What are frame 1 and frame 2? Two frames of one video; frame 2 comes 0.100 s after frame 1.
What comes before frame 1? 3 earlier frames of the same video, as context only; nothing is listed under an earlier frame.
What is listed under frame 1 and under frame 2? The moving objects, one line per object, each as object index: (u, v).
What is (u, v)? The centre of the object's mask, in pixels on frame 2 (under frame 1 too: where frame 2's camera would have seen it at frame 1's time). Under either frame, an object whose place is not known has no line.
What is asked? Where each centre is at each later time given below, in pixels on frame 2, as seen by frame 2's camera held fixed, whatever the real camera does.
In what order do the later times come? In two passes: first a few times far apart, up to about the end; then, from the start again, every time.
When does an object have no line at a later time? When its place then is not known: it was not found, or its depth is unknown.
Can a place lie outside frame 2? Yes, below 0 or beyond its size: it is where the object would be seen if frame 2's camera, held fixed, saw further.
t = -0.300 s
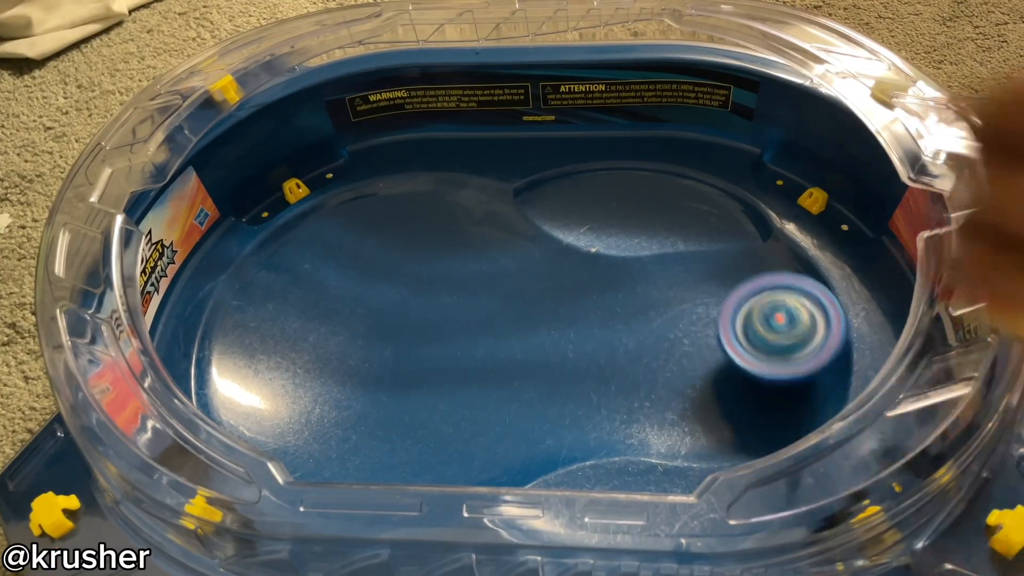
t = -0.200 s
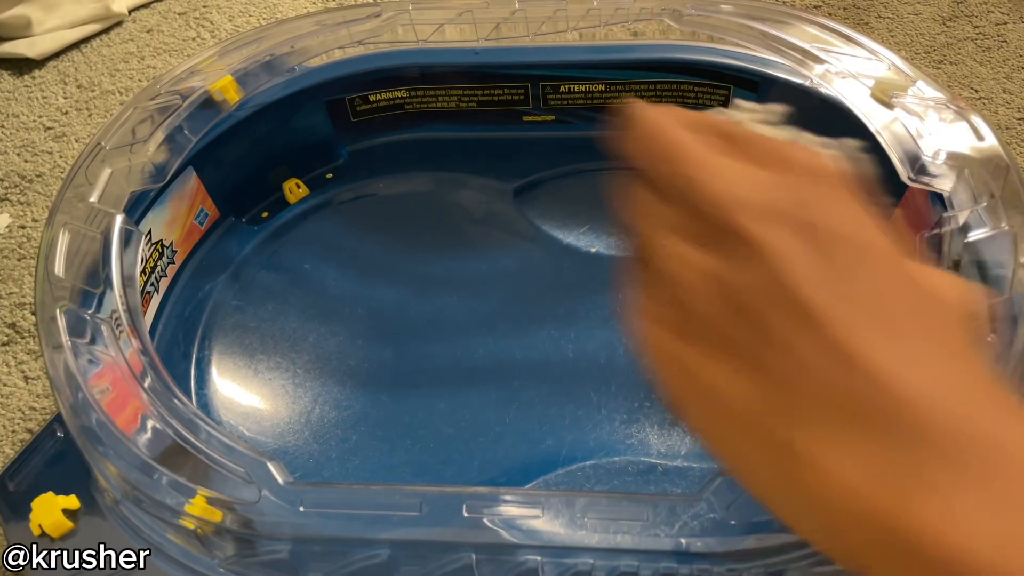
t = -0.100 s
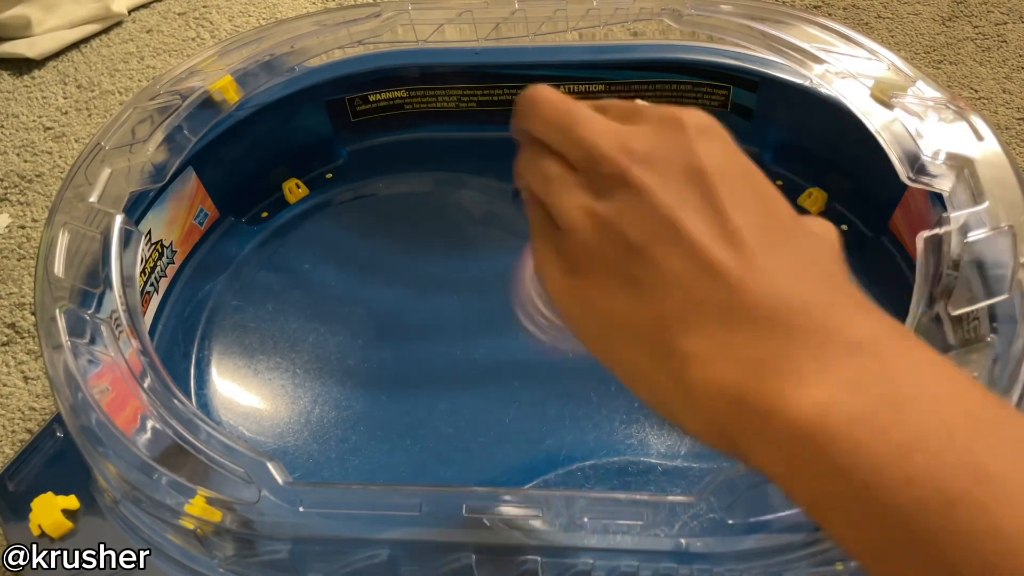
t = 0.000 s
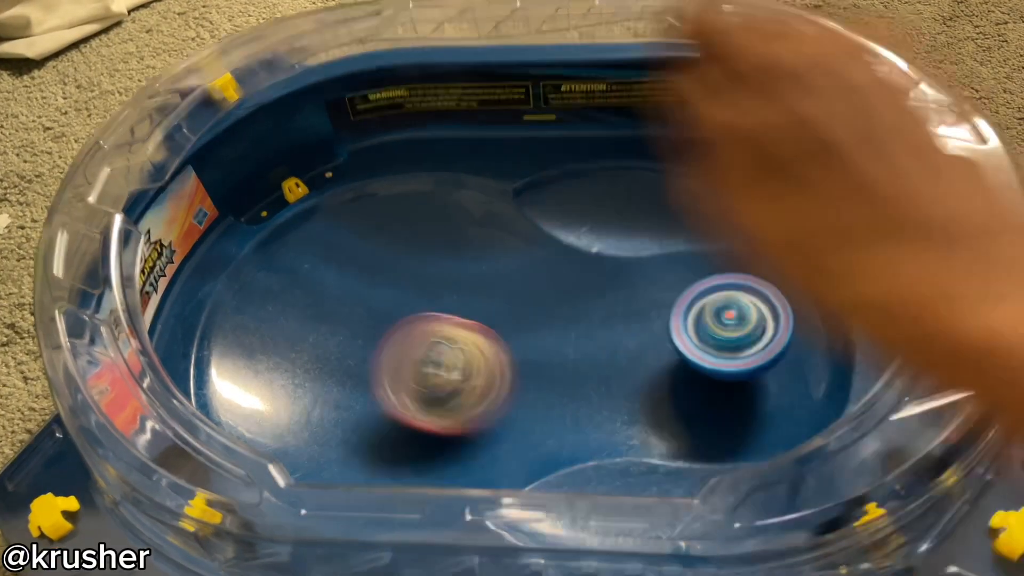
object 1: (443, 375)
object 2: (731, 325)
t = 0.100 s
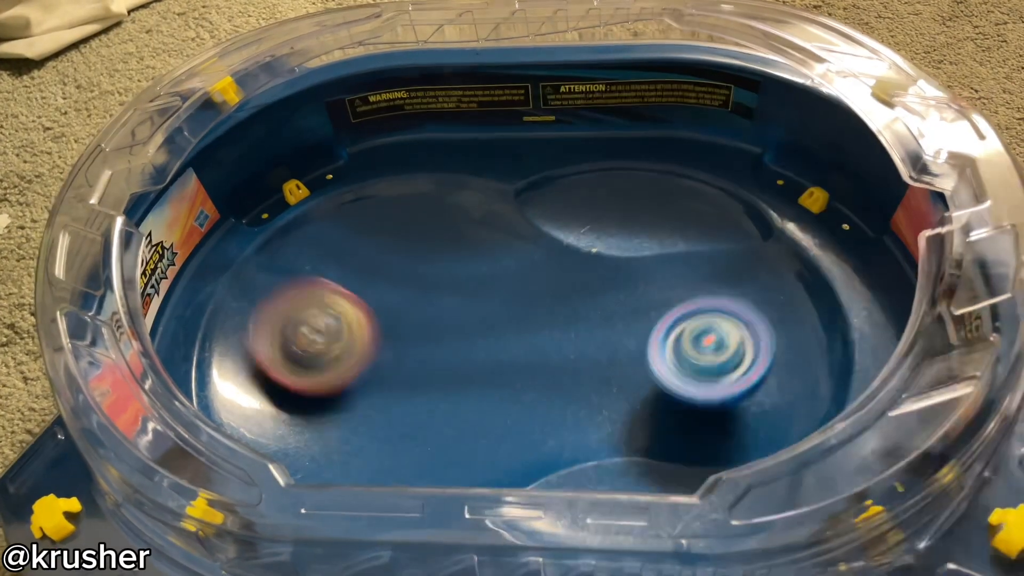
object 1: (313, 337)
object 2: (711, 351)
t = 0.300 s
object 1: (317, 332)
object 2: (670, 405)
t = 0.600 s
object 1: (711, 242)
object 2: (721, 392)
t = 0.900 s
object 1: (642, 190)
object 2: (633, 365)
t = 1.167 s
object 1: (423, 300)
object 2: (458, 443)
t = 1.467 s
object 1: (380, 377)
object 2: (432, 447)
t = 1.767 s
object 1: (536, 260)
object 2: (553, 357)
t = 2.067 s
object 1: (281, 317)
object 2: (406, 370)
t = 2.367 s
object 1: (323, 425)
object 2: (492, 397)
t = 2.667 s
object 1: (301, 252)
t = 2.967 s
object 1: (370, 366)
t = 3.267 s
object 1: (518, 204)
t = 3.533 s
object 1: (360, 283)
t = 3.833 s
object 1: (523, 439)
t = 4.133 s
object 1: (630, 295)
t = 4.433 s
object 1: (404, 281)
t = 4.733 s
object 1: (363, 442)
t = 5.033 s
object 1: (529, 326)
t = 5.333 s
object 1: (347, 265)
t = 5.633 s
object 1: (375, 430)
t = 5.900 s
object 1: (497, 346)
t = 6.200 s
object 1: (419, 363)
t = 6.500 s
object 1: (387, 434)
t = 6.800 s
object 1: (482, 367)
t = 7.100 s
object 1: (445, 294)
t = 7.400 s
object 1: (395, 334)
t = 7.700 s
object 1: (451, 385)
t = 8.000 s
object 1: (491, 356)
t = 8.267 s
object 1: (492, 378)
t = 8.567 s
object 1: (490, 398)
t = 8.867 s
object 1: (442, 375)
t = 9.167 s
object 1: (363, 364)
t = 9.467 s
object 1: (346, 361)
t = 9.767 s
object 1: (349, 353)
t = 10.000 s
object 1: (345, 355)
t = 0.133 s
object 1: (287, 320)
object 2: (700, 363)
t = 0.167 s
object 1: (272, 308)
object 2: (691, 374)
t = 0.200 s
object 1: (269, 303)
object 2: (683, 382)
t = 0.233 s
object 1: (275, 305)
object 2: (677, 391)
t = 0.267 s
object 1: (291, 316)
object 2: (672, 399)
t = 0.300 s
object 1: (317, 332)
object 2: (670, 405)
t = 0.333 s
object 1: (354, 348)
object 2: (672, 410)
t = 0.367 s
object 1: (399, 354)
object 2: (676, 413)
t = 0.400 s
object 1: (446, 353)
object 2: (681, 414)
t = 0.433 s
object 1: (492, 347)
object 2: (688, 414)
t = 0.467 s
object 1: (538, 336)
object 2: (697, 411)
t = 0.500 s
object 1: (583, 319)
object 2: (706, 408)
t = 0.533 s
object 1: (627, 297)
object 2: (713, 403)
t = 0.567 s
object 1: (672, 271)
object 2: (719, 397)
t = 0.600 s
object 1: (711, 242)
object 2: (721, 392)
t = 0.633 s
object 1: (736, 210)
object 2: (719, 388)
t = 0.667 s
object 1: (740, 185)
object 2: (714, 384)
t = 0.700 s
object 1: (741, 170)
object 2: (708, 382)
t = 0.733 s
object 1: (733, 158)
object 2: (698, 380)
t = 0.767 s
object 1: (724, 149)
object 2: (688, 378)
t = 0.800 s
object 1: (708, 155)
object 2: (675, 376)
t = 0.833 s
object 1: (690, 165)
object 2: (662, 371)
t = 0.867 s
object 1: (668, 178)
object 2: (648, 369)
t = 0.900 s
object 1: (642, 190)
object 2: (633, 365)
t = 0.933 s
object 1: (615, 204)
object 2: (617, 362)
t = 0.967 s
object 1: (591, 221)
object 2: (599, 357)
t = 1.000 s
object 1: (572, 242)
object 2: (580, 351)
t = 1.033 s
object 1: (548, 259)
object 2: (555, 361)
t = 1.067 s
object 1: (518, 265)
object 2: (531, 396)
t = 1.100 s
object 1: (484, 273)
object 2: (506, 424)
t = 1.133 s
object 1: (451, 286)
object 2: (480, 437)
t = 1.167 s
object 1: (423, 300)
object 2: (458, 443)
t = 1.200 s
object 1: (399, 316)
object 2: (436, 444)
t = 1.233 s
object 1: (379, 334)
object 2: (419, 441)
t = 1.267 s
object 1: (365, 351)
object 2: (408, 438)
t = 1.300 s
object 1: (354, 358)
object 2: (402, 441)
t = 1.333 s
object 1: (348, 359)
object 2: (402, 449)
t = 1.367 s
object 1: (348, 361)
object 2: (406, 453)
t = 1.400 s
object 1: (354, 366)
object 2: (413, 453)
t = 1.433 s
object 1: (364, 373)
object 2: (423, 450)
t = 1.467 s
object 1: (380, 377)
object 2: (432, 447)
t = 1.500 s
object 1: (400, 373)
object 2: (449, 450)
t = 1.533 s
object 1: (422, 365)
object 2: (467, 450)
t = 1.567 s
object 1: (448, 355)
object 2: (487, 446)
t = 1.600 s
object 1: (471, 342)
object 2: (506, 440)
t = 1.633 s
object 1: (491, 328)
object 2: (522, 429)
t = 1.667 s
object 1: (511, 312)
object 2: (536, 411)
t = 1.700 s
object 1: (528, 293)
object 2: (546, 391)
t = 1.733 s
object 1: (536, 277)
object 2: (552, 372)
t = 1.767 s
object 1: (536, 260)
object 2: (553, 357)
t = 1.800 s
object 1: (529, 250)
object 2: (550, 345)
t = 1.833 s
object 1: (515, 244)
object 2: (542, 336)
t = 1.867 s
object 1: (493, 243)
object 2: (529, 333)
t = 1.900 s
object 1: (465, 244)
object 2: (512, 333)
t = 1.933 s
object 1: (431, 249)
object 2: (491, 335)
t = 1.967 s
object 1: (393, 261)
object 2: (467, 338)
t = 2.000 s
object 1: (356, 281)
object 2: (440, 342)
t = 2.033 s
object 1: (321, 300)
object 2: (418, 353)
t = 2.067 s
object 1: (281, 317)
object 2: (406, 370)
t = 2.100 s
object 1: (251, 339)
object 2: (392, 383)
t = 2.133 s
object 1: (236, 361)
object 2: (377, 392)
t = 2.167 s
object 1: (238, 385)
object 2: (362, 400)
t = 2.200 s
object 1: (242, 389)
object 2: (379, 406)
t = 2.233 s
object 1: (220, 420)
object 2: (411, 413)
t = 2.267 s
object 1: (226, 426)
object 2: (440, 413)
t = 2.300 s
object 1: (245, 430)
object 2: (463, 411)
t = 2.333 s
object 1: (277, 423)
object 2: (481, 405)
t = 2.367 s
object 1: (323, 425)
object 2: (492, 397)
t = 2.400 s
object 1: (361, 419)
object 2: (498, 386)
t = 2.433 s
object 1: (390, 399)
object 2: (522, 376)
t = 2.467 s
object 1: (373, 371)
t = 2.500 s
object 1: (358, 340)
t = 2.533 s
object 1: (347, 311)
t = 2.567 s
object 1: (333, 287)
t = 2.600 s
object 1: (322, 269)
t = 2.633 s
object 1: (309, 258)
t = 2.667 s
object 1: (301, 252)
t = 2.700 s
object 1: (293, 253)
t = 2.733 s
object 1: (287, 259)
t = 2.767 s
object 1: (284, 270)
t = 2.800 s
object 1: (282, 286)
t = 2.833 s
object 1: (283, 306)
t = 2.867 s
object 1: (291, 328)
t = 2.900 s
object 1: (311, 348)
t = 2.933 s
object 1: (339, 361)
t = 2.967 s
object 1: (370, 366)
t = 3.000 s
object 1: (401, 363)
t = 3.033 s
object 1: (430, 355)
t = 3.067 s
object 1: (458, 339)
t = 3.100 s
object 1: (482, 321)
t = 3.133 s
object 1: (504, 297)
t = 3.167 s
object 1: (520, 271)
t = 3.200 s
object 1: (528, 244)
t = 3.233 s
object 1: (527, 222)
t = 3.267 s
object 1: (518, 204)
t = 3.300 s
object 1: (505, 197)
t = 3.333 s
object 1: (487, 194)
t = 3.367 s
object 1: (468, 191)
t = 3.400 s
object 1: (446, 194)
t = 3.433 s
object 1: (423, 206)
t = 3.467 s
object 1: (398, 227)
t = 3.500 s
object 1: (377, 253)
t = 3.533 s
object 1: (360, 283)
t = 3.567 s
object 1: (349, 315)
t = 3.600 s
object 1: (347, 348)
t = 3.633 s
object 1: (352, 378)
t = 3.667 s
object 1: (366, 405)
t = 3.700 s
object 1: (387, 427)
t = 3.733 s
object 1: (415, 439)
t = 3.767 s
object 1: (449, 445)
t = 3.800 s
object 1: (485, 443)
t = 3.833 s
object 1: (523, 439)
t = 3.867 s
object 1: (561, 429)
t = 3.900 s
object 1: (602, 413)
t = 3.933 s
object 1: (634, 396)
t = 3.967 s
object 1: (650, 379)
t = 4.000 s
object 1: (658, 362)
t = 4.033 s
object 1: (658, 343)
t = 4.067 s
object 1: (653, 325)
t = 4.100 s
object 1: (643, 308)
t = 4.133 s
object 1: (630, 295)
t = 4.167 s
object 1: (614, 282)
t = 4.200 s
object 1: (593, 273)
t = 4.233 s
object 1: (569, 268)
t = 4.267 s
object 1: (542, 266)
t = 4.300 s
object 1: (515, 266)
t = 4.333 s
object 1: (488, 266)
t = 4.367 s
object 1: (460, 268)
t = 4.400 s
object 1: (431, 273)
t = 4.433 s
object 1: (404, 281)
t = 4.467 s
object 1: (379, 292)
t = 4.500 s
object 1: (354, 306)
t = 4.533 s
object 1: (333, 325)
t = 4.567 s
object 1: (319, 348)
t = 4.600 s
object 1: (312, 371)
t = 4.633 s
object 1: (313, 395)
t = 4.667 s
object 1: (322, 418)
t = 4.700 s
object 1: (342, 435)
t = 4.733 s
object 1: (363, 442)
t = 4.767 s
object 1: (392, 445)
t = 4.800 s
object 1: (423, 445)
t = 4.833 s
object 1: (453, 439)
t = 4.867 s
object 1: (480, 428)
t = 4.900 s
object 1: (504, 410)
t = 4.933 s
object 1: (523, 390)
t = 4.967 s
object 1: (532, 367)
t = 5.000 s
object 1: (534, 345)
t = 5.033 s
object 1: (529, 326)
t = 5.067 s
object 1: (520, 307)
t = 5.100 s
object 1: (508, 290)
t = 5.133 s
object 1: (492, 276)
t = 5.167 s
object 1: (471, 265)
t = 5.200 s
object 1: (449, 258)
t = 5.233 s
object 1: (425, 253)
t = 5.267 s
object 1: (398, 252)
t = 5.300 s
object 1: (373, 257)
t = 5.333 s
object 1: (347, 265)
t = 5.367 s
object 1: (324, 279)
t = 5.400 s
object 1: (305, 297)
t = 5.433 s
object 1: (291, 320)
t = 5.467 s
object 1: (285, 345)
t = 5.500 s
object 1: (287, 370)
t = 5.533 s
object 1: (300, 393)
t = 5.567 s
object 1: (321, 411)
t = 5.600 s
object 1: (345, 425)
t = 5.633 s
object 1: (375, 430)
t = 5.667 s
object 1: (404, 429)
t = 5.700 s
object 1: (433, 424)
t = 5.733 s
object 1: (450, 416)
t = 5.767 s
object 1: (465, 403)
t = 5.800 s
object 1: (481, 387)
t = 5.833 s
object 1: (494, 368)
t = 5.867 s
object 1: (500, 347)
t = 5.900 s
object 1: (497, 346)
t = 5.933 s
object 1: (491, 357)
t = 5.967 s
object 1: (483, 361)
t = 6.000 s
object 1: (473, 363)
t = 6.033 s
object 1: (463, 364)
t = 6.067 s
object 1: (457, 366)
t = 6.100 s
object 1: (449, 363)
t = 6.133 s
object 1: (439, 363)
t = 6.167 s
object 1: (429, 363)
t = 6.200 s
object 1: (419, 363)
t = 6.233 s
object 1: (408, 363)
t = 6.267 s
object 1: (397, 366)
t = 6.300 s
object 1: (387, 368)
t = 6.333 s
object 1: (376, 369)
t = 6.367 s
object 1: (369, 374)
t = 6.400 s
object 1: (369, 396)
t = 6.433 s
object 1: (371, 412)
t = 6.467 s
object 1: (377, 426)
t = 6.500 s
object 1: (387, 434)
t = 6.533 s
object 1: (400, 439)
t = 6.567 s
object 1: (416, 440)
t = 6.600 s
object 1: (434, 438)
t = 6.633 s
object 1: (452, 432)
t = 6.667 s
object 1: (466, 421)
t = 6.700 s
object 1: (478, 408)
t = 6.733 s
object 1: (482, 392)
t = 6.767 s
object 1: (481, 378)
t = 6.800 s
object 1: (482, 367)
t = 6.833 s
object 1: (482, 358)
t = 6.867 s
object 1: (478, 348)
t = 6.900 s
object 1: (469, 338)
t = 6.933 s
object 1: (462, 328)
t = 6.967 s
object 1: (454, 317)
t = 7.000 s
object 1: (456, 311)
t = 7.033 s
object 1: (455, 303)
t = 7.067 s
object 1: (451, 298)
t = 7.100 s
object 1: (445, 294)
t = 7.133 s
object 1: (436, 294)
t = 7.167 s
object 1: (428, 292)
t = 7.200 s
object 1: (419, 296)
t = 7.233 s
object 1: (408, 298)
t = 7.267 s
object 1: (404, 302)
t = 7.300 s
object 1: (399, 308)
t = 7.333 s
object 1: (396, 317)
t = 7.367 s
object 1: (394, 324)
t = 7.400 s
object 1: (395, 334)
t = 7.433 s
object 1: (396, 341)
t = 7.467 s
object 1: (404, 348)
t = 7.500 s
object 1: (408, 357)
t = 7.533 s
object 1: (413, 362)
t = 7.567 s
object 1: (419, 370)
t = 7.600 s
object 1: (424, 374)
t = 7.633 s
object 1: (434, 379)
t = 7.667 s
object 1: (440, 383)
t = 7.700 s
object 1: (451, 385)
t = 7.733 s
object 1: (462, 388)
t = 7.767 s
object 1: (469, 387)
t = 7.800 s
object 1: (481, 384)
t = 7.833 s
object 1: (488, 383)
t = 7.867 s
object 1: (494, 377)
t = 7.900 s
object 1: (498, 373)
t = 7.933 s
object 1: (498, 367)
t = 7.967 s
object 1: (496, 359)
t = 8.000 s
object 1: (491, 356)
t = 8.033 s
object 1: (489, 356)
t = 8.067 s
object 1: (491, 356)
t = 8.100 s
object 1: (488, 358)
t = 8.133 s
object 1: (486, 359)
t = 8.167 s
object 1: (488, 363)
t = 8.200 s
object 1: (487, 370)
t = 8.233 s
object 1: (488, 373)
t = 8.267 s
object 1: (492, 378)
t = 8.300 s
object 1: (496, 383)
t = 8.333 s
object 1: (496, 385)
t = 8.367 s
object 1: (501, 385)
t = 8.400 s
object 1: (498, 387)
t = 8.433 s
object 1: (498, 390)
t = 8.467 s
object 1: (498, 393)
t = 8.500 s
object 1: (495, 397)
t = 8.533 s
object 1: (492, 397)
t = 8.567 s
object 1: (490, 398)
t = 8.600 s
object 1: (489, 396)
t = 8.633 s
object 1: (488, 396)
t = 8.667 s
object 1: (482, 395)
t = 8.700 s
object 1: (475, 388)
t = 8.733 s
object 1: (473, 384)
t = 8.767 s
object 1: (467, 385)
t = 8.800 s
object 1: (457, 382)
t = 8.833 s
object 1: (448, 379)
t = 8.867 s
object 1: (442, 375)
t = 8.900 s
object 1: (436, 375)
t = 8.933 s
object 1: (425, 376)
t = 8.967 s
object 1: (416, 373)
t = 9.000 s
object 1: (408, 370)
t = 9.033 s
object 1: (400, 368)
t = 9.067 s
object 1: (393, 365)
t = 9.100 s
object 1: (383, 365)
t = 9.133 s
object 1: (374, 362)
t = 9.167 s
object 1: (363, 364)
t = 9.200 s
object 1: (354, 363)
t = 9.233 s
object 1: (348, 364)
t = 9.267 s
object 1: (344, 366)
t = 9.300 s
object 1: (342, 366)
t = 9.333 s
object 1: (344, 367)
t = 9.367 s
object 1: (341, 368)
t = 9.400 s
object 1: (342, 365)
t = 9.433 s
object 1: (345, 362)
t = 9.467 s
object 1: (346, 361)
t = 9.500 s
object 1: (346, 359)
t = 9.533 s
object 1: (343, 352)
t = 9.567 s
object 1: (341, 347)
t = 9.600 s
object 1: (340, 346)
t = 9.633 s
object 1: (341, 347)
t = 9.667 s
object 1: (345, 349)
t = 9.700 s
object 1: (348, 350)
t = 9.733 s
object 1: (349, 352)
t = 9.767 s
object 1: (349, 353)
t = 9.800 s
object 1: (349, 354)
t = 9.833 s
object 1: (348, 354)
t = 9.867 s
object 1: (348, 352)
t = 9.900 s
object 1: (348, 353)
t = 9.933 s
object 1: (348, 354)
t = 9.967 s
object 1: (347, 355)
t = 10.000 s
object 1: (345, 355)
